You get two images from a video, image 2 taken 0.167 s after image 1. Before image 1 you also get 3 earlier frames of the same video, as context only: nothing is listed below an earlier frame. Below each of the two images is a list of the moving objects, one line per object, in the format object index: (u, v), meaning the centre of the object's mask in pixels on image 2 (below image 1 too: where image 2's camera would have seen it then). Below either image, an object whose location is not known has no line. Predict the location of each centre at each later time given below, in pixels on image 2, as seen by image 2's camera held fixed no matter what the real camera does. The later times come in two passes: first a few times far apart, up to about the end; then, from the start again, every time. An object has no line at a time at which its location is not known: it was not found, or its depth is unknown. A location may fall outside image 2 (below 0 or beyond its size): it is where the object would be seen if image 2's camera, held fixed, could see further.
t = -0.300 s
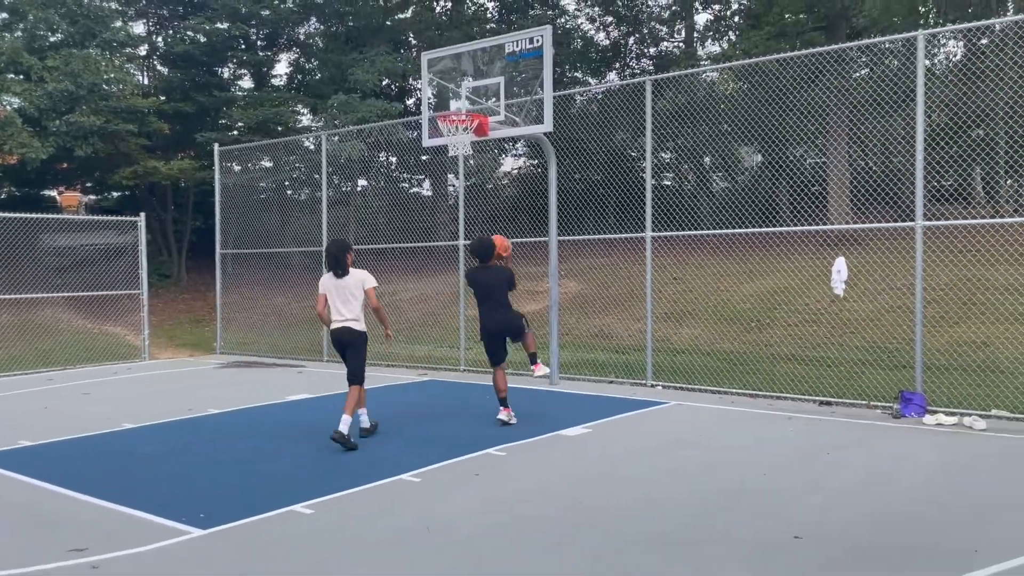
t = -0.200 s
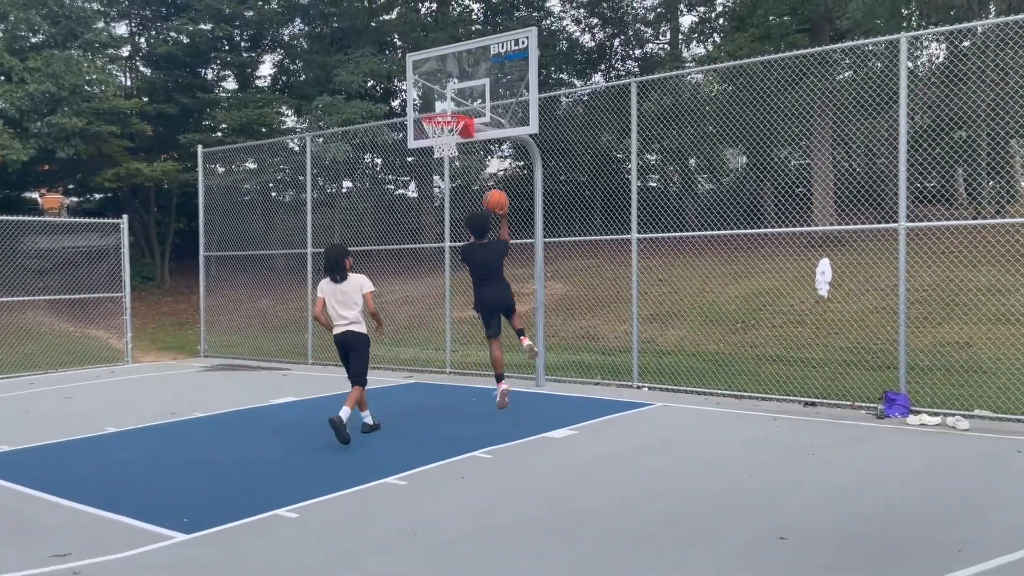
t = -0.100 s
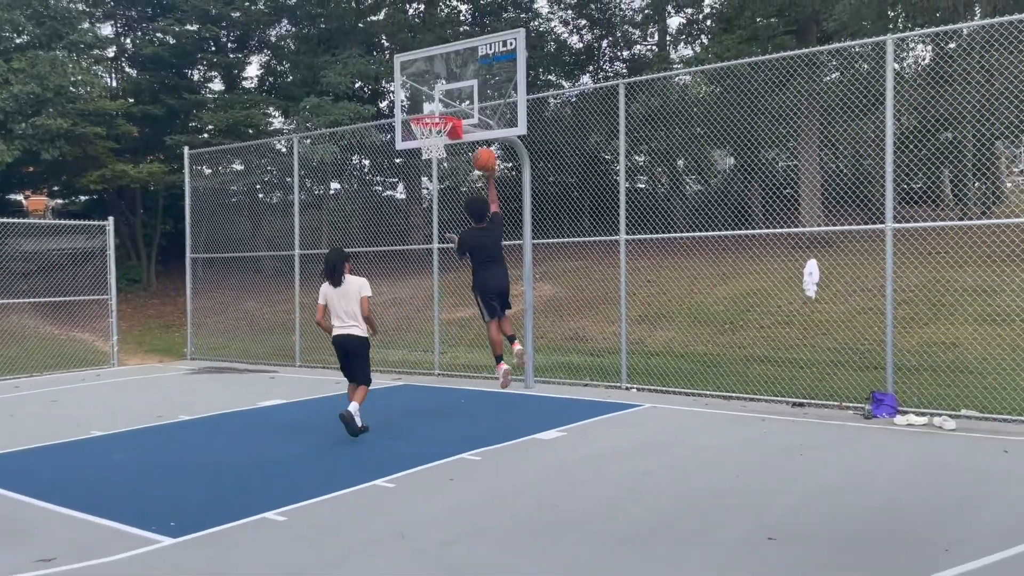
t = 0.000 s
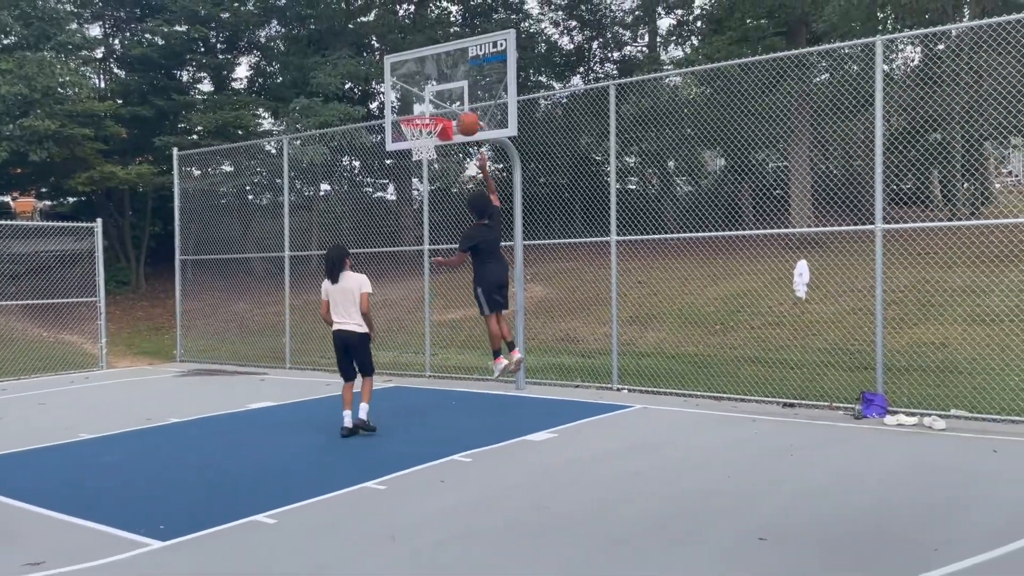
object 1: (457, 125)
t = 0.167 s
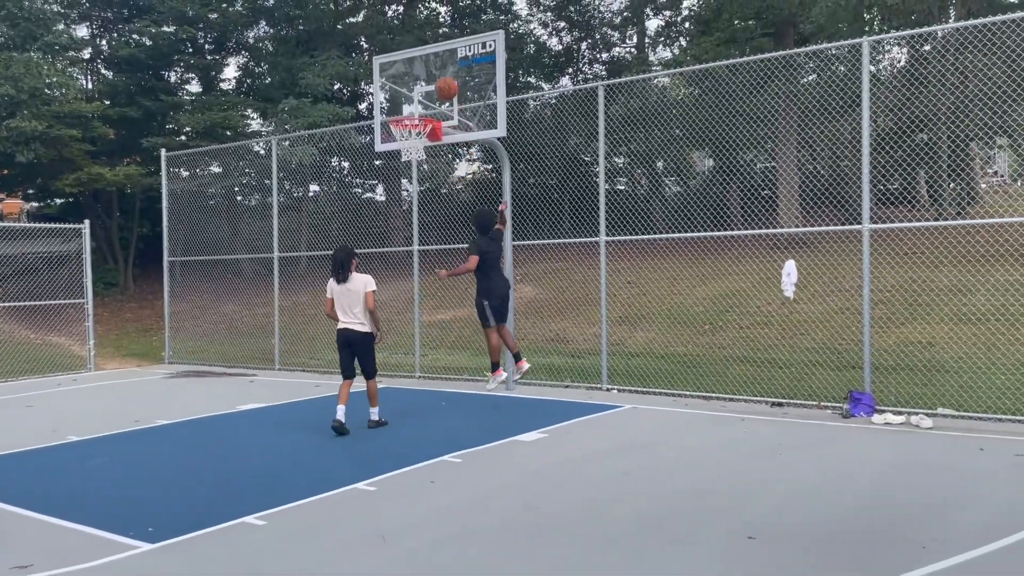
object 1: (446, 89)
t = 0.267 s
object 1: (440, 80)
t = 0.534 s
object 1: (415, 97)
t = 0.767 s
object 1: (411, 110)
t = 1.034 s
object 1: (433, 106)
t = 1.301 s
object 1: (430, 108)
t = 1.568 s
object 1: (418, 122)
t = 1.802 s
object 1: (410, 169)
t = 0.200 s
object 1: (444, 85)
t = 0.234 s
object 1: (442, 82)
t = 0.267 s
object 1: (440, 80)
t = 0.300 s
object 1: (439, 79)
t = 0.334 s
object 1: (437, 80)
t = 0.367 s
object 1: (436, 82)
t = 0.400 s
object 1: (431, 82)
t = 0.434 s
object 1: (427, 84)
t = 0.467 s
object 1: (423, 87)
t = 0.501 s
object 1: (419, 91)
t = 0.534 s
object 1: (415, 97)
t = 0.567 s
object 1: (412, 103)
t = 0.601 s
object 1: (407, 108)
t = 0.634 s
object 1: (404, 112)
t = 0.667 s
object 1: (405, 111)
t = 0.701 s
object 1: (406, 111)
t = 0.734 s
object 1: (406, 111)
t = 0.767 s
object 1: (411, 110)
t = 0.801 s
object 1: (415, 109)
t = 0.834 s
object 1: (419, 108)
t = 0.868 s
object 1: (422, 108)
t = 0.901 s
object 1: (427, 109)
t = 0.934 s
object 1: (429, 108)
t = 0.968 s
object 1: (430, 107)
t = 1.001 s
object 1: (432, 106)
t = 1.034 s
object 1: (433, 106)
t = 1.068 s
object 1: (433, 106)
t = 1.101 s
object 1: (435, 108)
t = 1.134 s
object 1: (434, 108)
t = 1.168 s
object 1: (432, 109)
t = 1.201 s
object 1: (431, 108)
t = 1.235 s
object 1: (431, 108)
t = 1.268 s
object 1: (431, 108)
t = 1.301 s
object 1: (430, 108)
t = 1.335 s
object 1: (430, 109)
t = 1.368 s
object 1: (428, 108)
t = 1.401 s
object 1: (426, 108)
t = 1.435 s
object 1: (425, 108)
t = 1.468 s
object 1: (423, 110)
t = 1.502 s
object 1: (421, 110)
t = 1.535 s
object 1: (419, 116)
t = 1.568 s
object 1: (418, 122)
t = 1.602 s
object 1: (416, 130)
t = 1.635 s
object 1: (416, 135)
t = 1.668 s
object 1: (414, 142)
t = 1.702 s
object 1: (413, 149)
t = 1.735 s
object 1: (412, 156)
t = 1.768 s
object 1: (411, 163)
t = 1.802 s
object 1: (410, 169)
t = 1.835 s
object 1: (410, 178)
